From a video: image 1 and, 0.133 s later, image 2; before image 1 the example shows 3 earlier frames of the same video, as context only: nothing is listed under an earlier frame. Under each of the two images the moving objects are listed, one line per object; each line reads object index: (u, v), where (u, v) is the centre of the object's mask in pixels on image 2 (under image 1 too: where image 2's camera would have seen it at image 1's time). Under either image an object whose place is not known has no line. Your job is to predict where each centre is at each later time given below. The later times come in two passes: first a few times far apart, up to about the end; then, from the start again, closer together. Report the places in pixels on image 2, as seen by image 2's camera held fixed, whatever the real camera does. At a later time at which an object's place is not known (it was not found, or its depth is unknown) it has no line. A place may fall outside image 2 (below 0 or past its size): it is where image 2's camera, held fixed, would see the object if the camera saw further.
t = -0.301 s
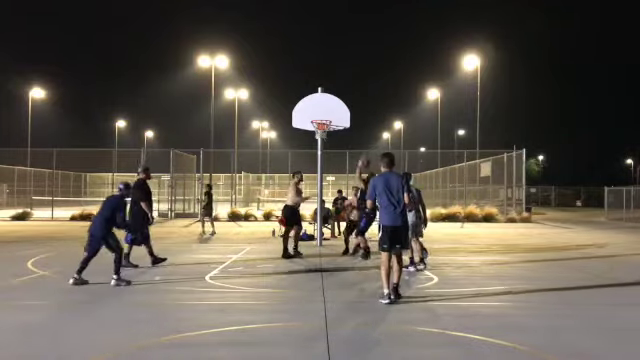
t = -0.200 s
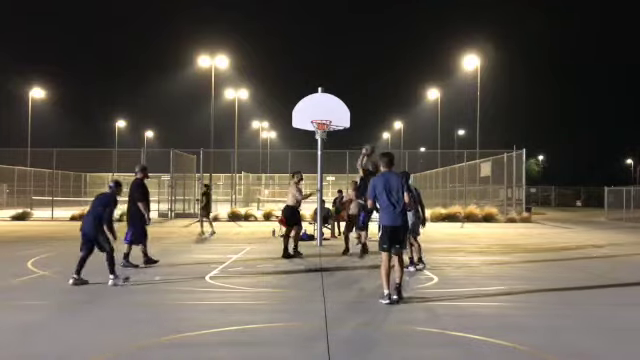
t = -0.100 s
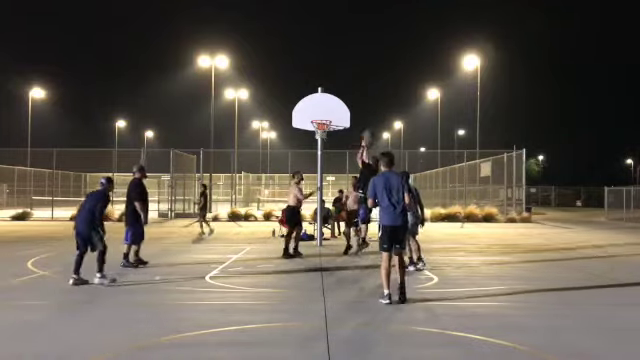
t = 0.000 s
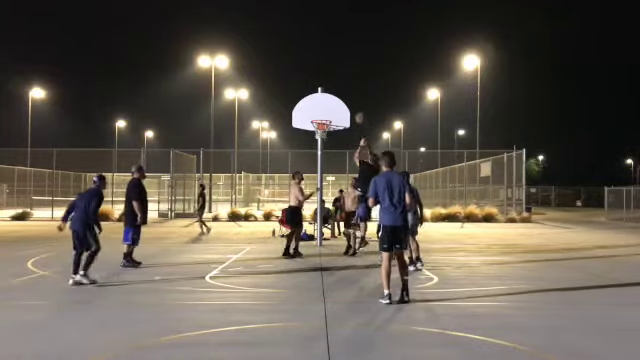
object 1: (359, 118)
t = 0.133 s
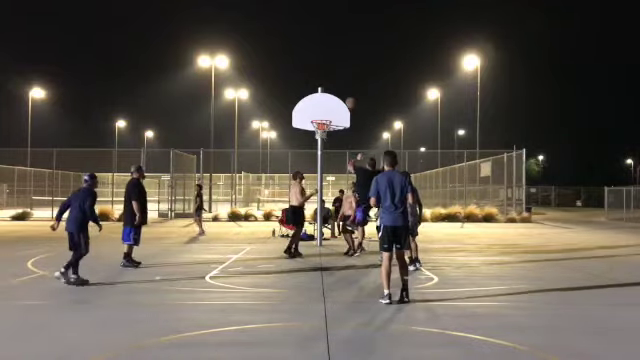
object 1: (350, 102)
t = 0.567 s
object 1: (321, 108)
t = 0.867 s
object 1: (322, 99)
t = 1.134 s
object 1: (330, 103)
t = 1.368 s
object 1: (336, 131)
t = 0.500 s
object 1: (325, 102)
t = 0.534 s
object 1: (323, 105)
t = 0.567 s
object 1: (321, 108)
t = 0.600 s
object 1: (319, 111)
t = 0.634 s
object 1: (316, 115)
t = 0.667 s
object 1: (316, 116)
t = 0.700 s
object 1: (317, 112)
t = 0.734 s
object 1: (318, 109)
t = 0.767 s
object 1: (319, 106)
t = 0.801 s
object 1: (320, 103)
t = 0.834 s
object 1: (321, 101)
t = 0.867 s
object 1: (322, 99)
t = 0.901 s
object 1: (323, 98)
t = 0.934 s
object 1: (324, 98)
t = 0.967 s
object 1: (325, 97)
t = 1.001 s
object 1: (326, 98)
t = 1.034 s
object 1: (327, 98)
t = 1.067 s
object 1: (328, 99)
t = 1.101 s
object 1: (329, 101)
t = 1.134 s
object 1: (330, 103)
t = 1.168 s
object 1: (331, 105)
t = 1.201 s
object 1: (333, 108)
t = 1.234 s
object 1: (333, 112)
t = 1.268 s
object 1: (334, 116)
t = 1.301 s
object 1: (335, 120)
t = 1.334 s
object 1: (337, 125)
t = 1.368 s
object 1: (336, 131)
